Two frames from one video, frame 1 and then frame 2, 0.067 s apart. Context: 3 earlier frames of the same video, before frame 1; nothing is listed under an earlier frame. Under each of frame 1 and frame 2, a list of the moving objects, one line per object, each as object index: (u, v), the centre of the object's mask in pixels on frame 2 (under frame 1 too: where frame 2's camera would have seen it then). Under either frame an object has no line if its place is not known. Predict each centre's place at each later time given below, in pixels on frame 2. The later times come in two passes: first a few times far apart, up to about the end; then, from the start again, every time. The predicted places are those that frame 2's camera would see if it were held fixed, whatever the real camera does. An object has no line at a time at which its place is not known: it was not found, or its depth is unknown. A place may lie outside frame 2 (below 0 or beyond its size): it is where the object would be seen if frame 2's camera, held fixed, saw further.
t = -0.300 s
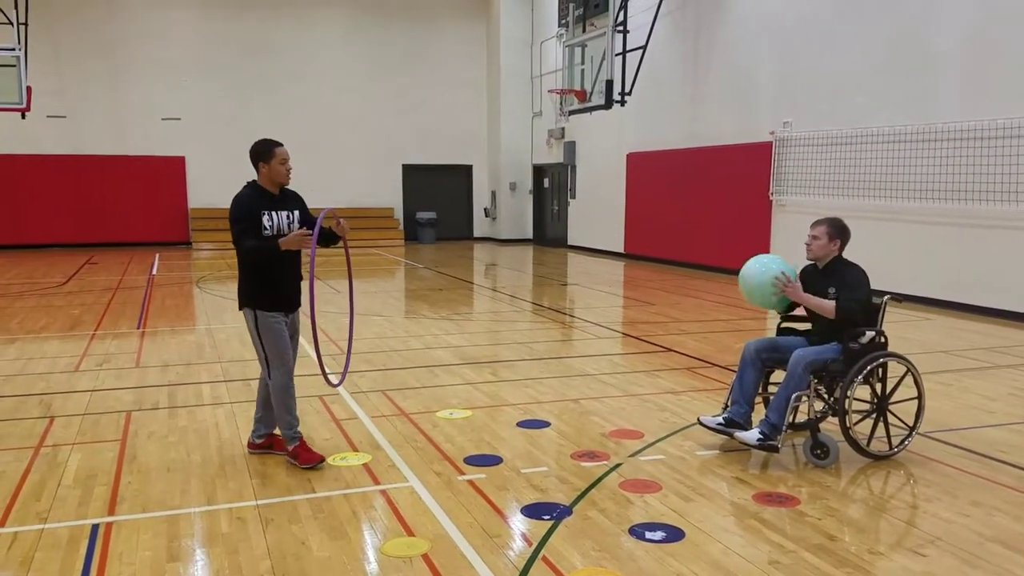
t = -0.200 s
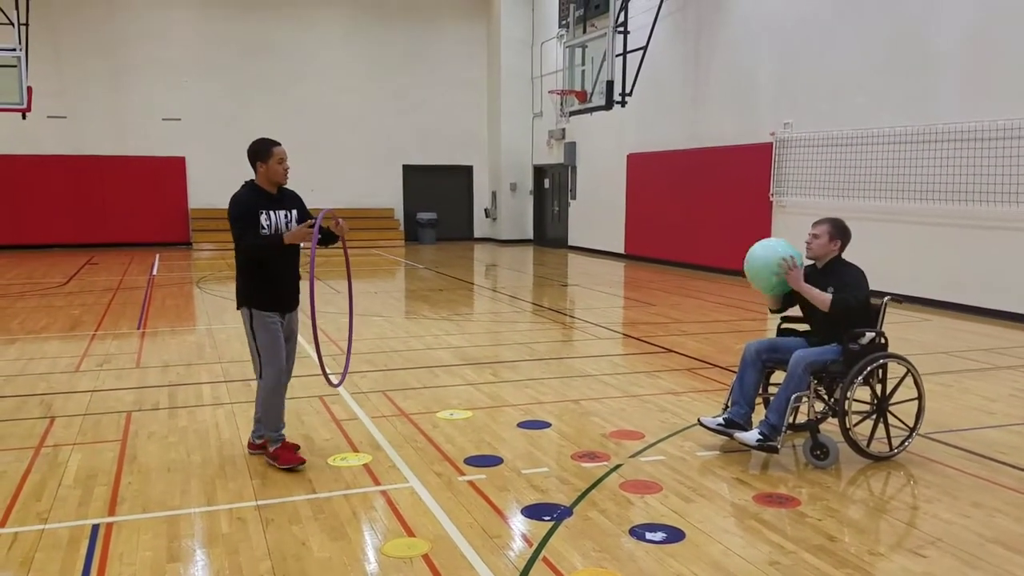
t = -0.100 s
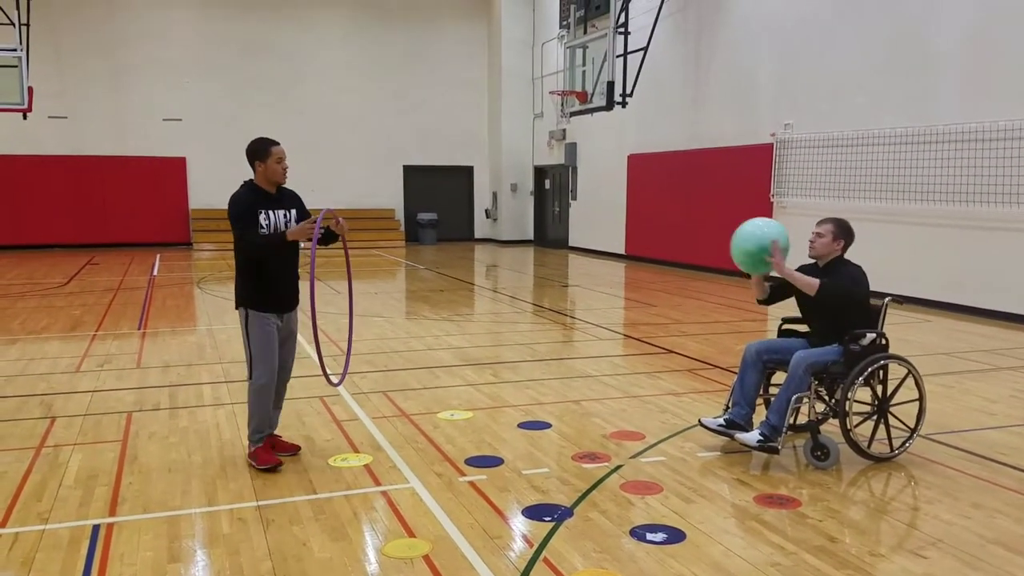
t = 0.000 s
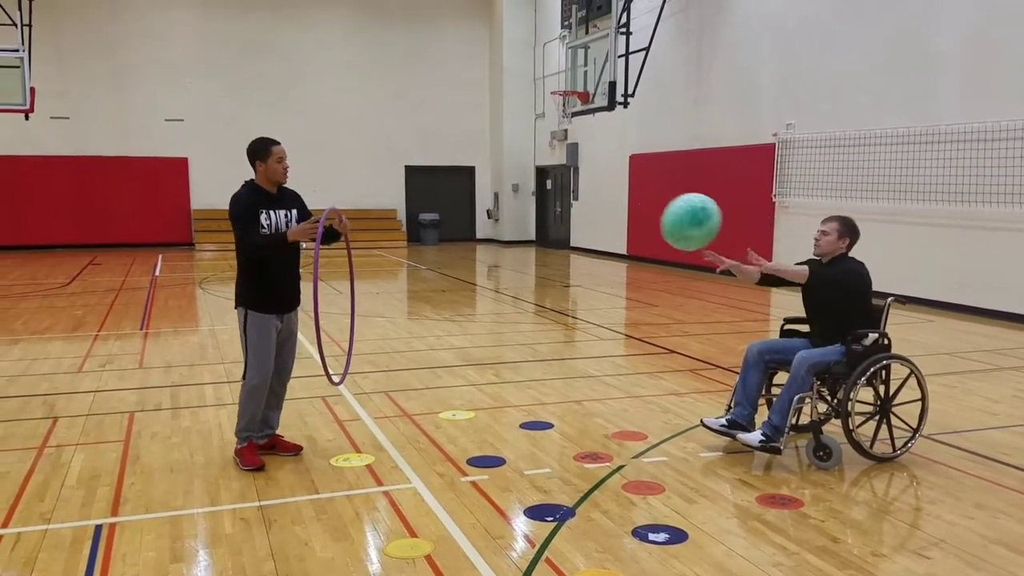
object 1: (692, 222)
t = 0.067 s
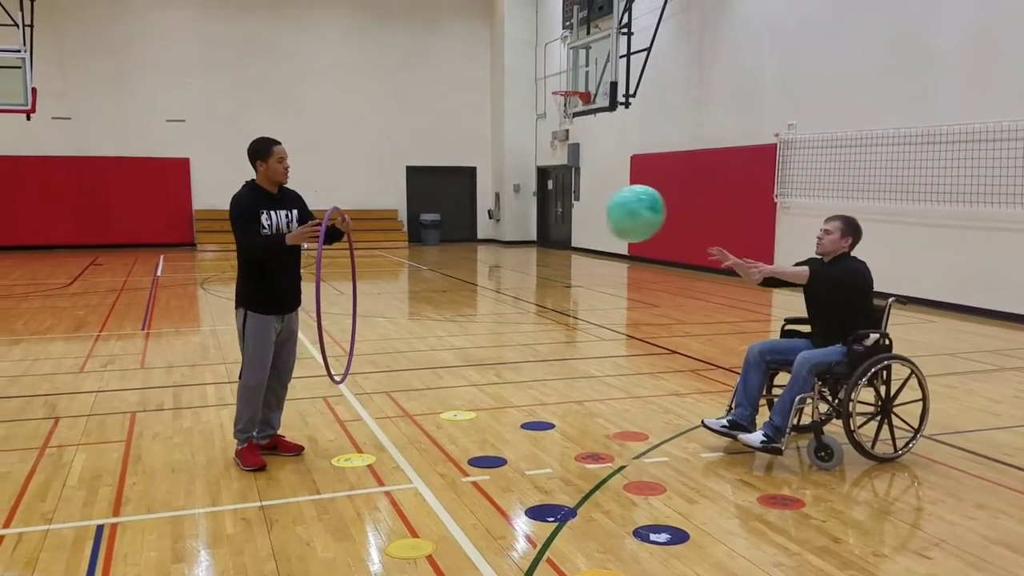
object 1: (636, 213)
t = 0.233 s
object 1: (489, 227)
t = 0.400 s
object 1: (346, 292)
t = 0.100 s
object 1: (606, 212)
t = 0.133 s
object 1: (576, 213)
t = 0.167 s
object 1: (548, 215)
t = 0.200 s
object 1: (519, 220)
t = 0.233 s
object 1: (489, 227)
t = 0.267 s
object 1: (459, 237)
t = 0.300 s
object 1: (432, 247)
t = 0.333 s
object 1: (402, 260)
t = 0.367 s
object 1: (373, 276)
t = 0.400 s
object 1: (346, 292)
